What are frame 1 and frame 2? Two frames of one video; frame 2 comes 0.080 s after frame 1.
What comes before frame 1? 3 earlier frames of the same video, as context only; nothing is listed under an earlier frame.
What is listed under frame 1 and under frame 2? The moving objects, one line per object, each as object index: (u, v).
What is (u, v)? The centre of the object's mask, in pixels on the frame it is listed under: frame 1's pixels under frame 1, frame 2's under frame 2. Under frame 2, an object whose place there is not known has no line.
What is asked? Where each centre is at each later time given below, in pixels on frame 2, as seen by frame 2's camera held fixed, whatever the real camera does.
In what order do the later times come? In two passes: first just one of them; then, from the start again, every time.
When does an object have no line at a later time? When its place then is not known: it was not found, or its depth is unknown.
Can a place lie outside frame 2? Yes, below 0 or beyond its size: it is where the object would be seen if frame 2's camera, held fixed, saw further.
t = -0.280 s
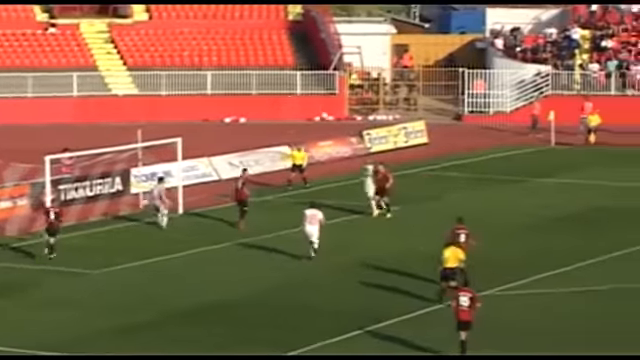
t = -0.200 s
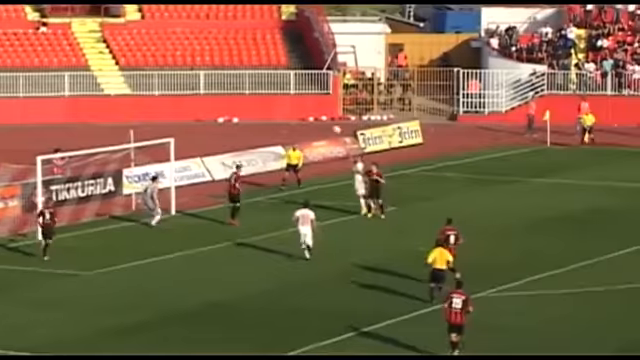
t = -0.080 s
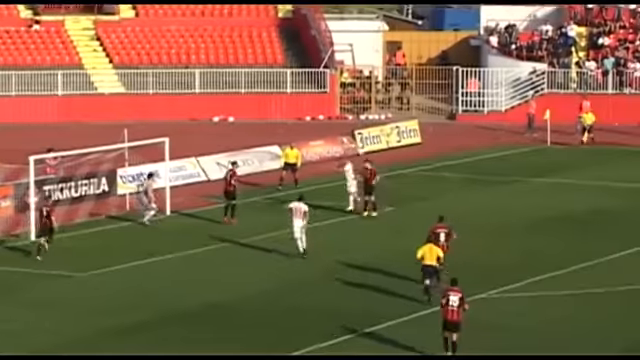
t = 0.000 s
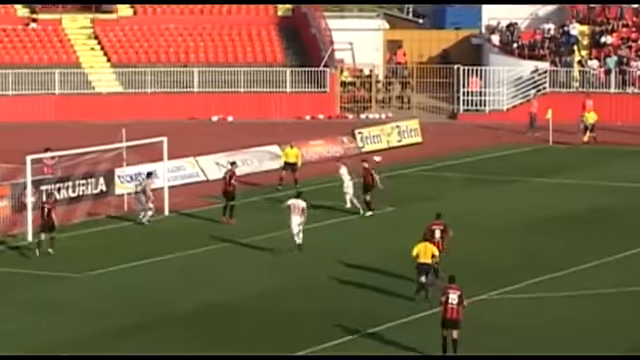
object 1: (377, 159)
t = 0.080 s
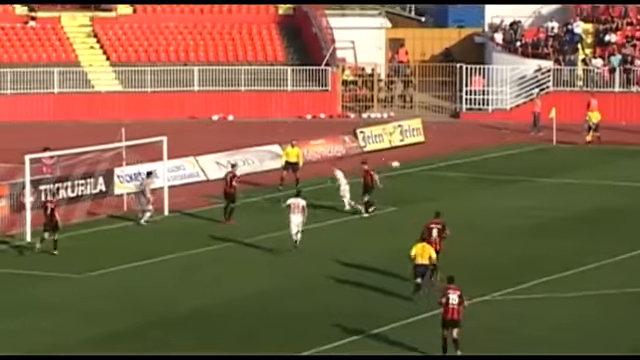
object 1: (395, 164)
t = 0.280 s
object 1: (433, 185)
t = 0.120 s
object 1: (402, 167)
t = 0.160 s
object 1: (411, 171)
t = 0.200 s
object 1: (418, 175)
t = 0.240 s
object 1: (426, 180)
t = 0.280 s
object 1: (433, 185)
